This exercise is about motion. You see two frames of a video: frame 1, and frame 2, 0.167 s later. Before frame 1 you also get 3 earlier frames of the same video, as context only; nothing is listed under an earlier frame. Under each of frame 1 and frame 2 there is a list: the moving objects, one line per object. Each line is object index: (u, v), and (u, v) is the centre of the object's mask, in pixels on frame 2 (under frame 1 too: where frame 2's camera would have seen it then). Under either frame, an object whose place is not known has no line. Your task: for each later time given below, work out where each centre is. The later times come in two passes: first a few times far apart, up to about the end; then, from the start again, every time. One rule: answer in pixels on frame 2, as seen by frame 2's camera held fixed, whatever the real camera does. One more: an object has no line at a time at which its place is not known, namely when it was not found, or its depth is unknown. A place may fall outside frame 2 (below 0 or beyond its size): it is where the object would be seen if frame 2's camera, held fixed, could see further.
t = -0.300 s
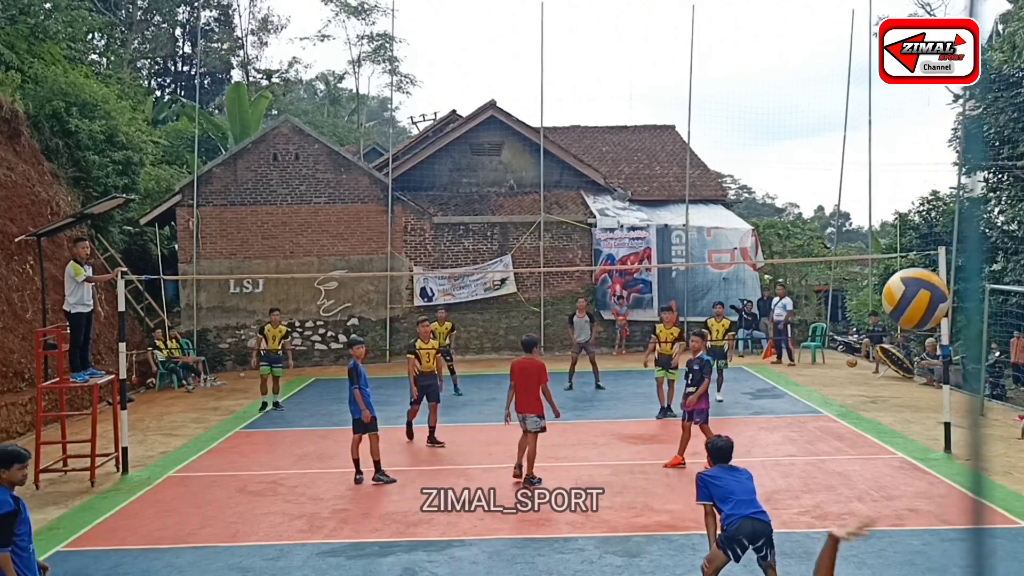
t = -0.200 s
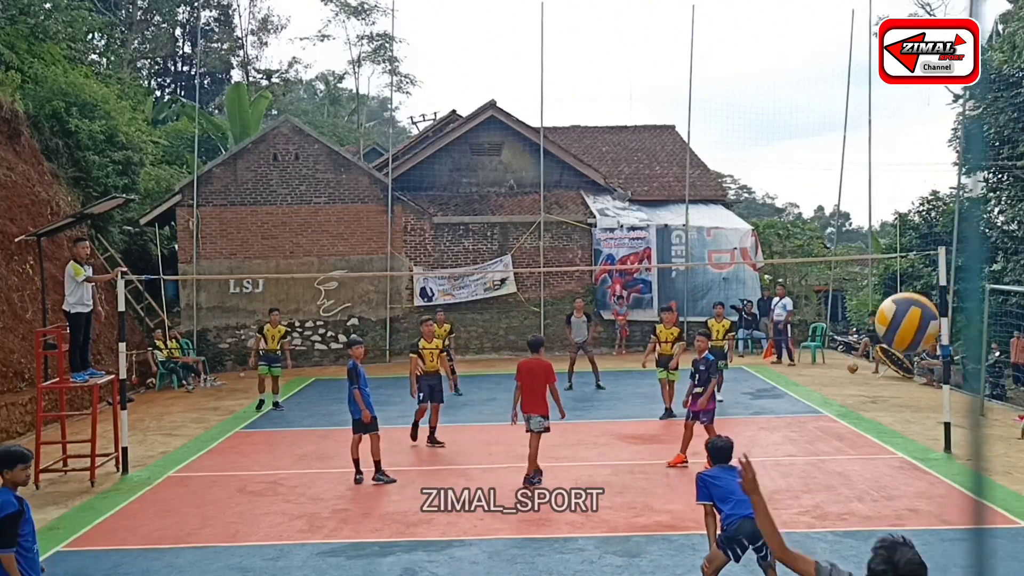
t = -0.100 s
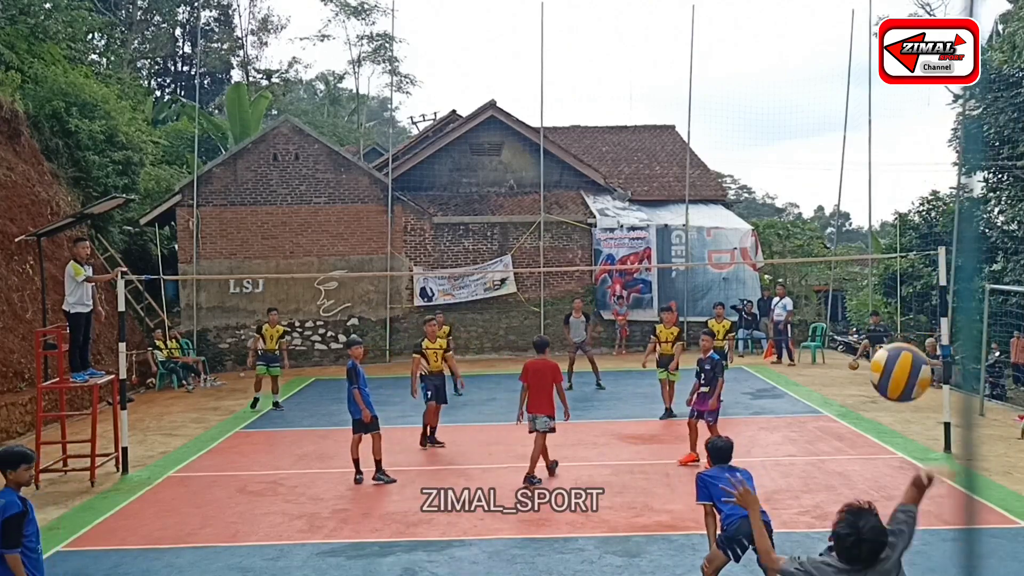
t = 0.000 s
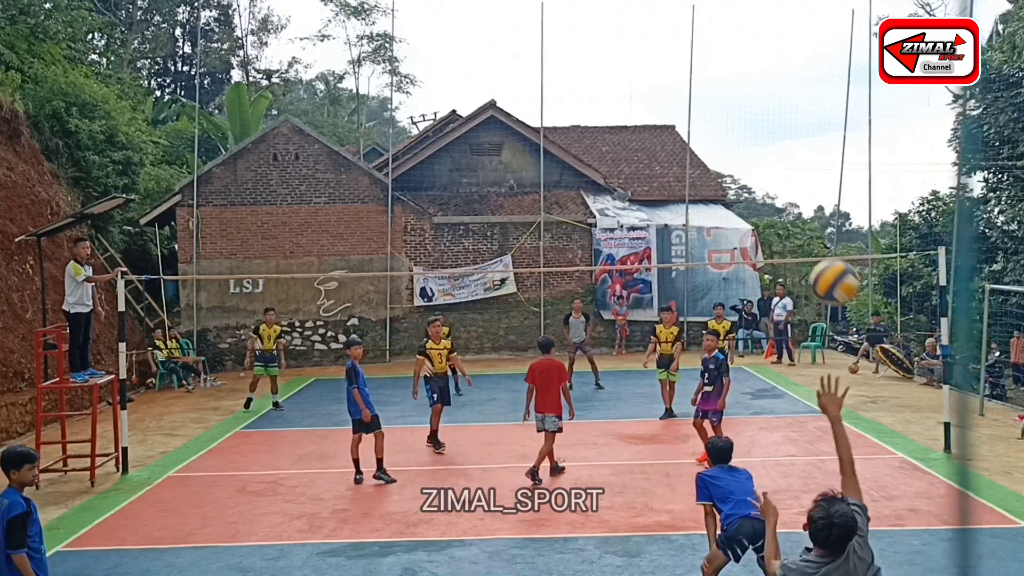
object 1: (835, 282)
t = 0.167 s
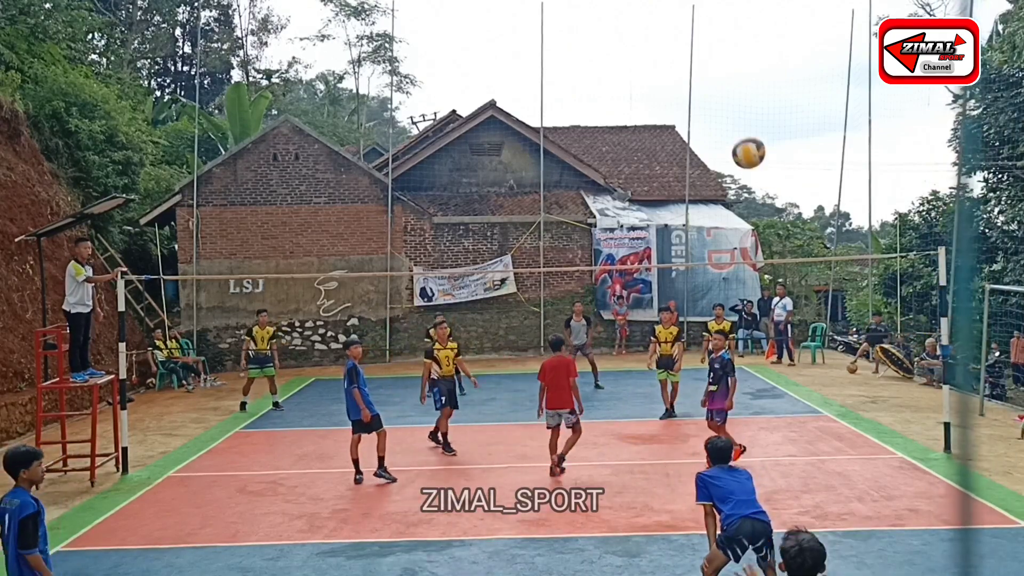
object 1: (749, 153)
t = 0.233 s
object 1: (725, 131)
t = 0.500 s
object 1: (668, 114)
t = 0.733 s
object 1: (649, 148)
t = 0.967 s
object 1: (642, 210)
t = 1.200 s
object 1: (634, 287)
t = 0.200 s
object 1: (736, 141)
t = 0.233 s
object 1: (725, 131)
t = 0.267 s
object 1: (714, 124)
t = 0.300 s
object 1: (705, 118)
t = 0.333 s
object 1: (696, 114)
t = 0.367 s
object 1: (689, 111)
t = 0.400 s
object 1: (683, 110)
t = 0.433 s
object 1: (677, 110)
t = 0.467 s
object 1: (672, 112)
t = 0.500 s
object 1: (668, 114)
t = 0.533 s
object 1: (665, 116)
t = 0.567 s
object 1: (661, 120)
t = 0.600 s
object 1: (659, 125)
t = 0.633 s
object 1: (656, 130)
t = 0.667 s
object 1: (654, 135)
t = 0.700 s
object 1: (652, 141)
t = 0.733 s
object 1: (649, 148)
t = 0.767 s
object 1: (648, 155)
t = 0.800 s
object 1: (647, 163)
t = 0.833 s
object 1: (645, 171)
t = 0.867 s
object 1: (644, 180)
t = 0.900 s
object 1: (643, 190)
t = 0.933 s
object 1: (643, 200)
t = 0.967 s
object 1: (642, 210)
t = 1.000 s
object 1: (641, 221)
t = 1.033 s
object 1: (640, 231)
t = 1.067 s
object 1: (639, 243)
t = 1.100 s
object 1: (638, 254)
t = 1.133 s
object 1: (635, 265)
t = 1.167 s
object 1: (634, 276)
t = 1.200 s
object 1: (634, 287)
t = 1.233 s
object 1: (632, 299)
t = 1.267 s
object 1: (632, 310)
